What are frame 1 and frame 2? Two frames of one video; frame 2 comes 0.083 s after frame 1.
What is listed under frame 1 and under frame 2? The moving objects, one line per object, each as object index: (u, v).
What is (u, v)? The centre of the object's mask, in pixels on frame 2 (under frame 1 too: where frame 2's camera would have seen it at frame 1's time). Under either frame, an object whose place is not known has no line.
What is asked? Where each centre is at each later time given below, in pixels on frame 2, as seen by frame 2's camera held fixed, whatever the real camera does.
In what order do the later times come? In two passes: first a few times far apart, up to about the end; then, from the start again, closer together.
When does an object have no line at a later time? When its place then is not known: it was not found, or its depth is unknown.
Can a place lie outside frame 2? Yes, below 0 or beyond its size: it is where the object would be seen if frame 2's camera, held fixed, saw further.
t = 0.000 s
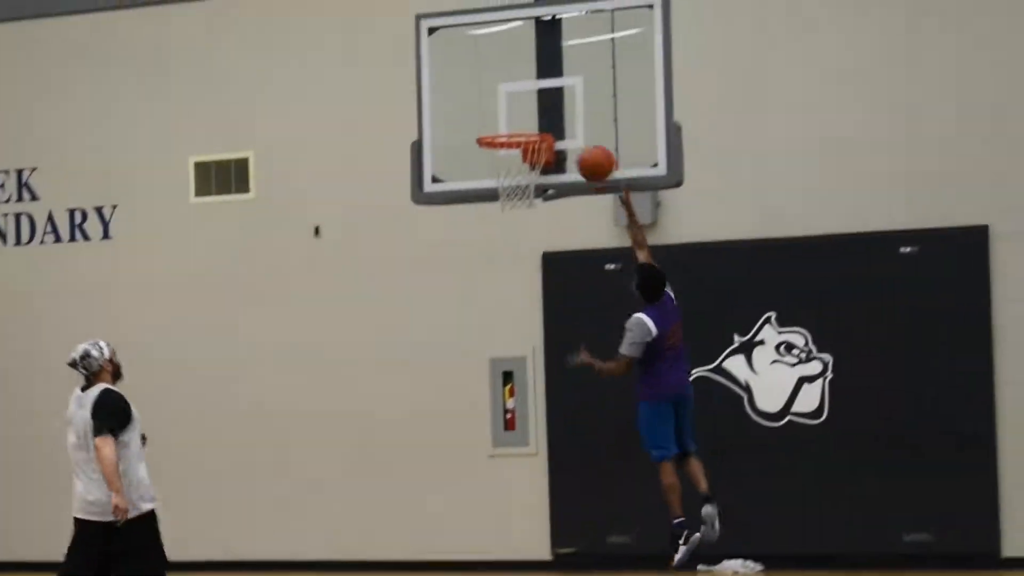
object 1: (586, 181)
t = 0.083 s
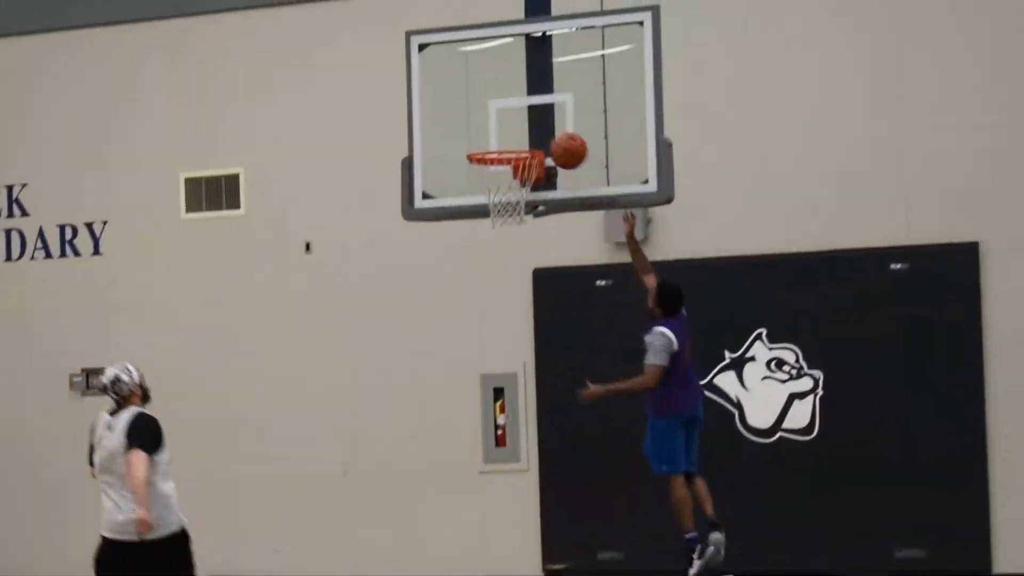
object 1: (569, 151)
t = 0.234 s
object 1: (537, 123)
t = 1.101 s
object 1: (595, 525)
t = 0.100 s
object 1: (565, 146)
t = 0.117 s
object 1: (562, 142)
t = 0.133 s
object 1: (558, 138)
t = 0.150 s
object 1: (555, 135)
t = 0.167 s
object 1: (552, 131)
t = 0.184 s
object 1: (548, 128)
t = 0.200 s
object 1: (545, 126)
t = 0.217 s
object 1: (541, 124)
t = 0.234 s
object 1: (537, 123)
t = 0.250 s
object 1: (534, 123)
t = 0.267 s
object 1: (530, 123)
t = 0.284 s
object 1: (526, 122)
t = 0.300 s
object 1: (524, 123)
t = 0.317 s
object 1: (520, 124)
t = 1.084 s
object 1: (592, 508)
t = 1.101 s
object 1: (595, 525)
